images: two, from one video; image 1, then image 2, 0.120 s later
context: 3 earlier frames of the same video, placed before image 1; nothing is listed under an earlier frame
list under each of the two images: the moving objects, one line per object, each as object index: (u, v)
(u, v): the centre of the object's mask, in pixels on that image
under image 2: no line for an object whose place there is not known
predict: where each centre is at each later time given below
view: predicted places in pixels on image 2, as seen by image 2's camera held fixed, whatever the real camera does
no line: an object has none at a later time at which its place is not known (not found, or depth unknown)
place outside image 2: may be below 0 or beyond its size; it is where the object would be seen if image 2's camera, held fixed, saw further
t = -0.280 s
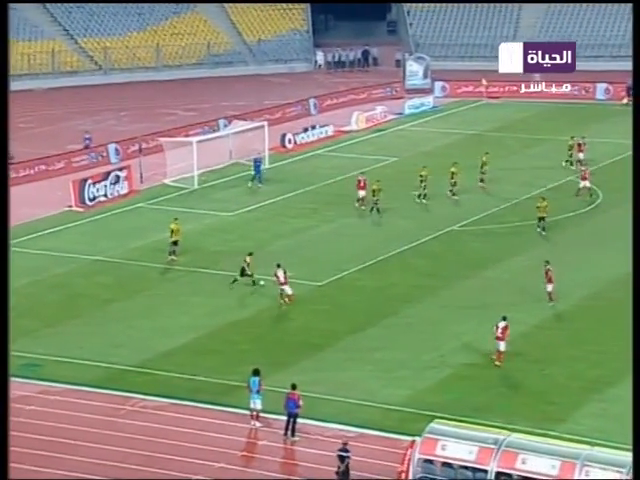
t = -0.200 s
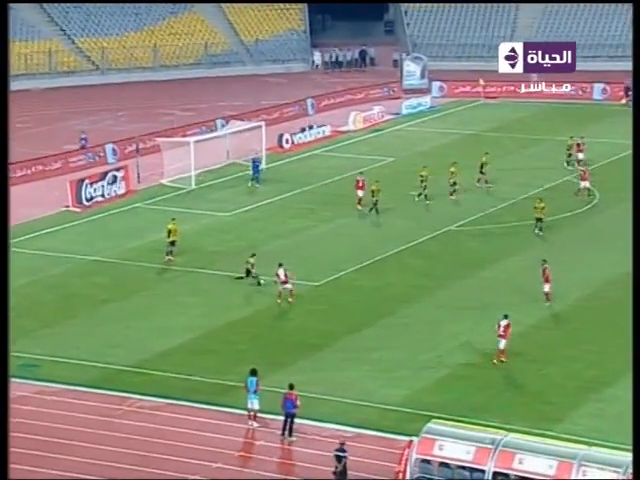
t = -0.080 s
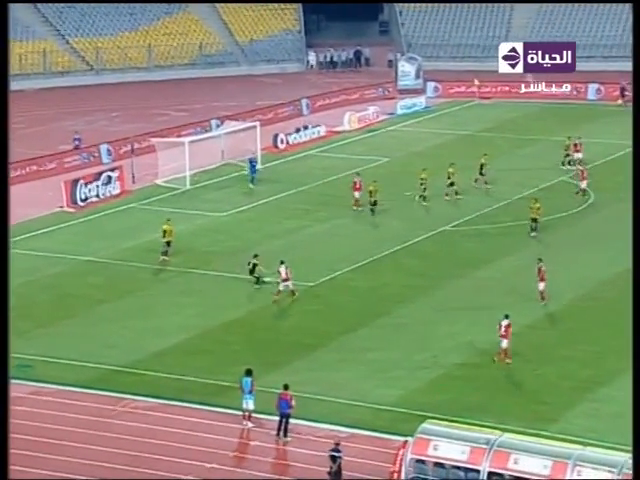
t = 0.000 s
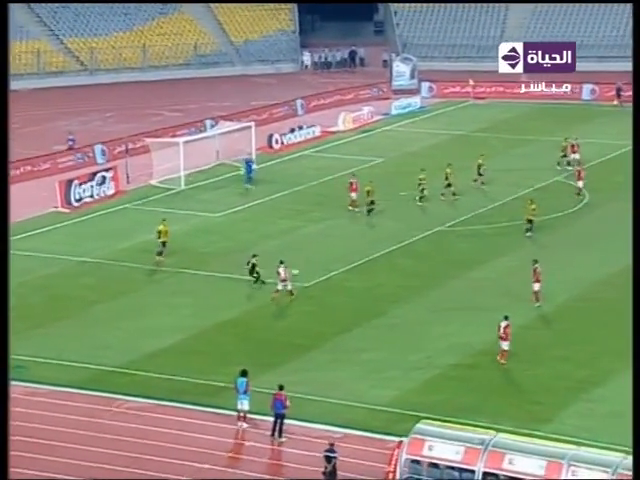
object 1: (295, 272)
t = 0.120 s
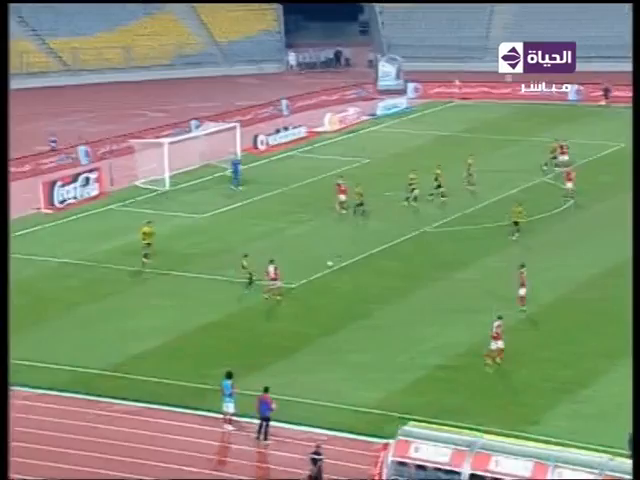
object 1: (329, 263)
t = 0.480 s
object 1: (468, 256)
